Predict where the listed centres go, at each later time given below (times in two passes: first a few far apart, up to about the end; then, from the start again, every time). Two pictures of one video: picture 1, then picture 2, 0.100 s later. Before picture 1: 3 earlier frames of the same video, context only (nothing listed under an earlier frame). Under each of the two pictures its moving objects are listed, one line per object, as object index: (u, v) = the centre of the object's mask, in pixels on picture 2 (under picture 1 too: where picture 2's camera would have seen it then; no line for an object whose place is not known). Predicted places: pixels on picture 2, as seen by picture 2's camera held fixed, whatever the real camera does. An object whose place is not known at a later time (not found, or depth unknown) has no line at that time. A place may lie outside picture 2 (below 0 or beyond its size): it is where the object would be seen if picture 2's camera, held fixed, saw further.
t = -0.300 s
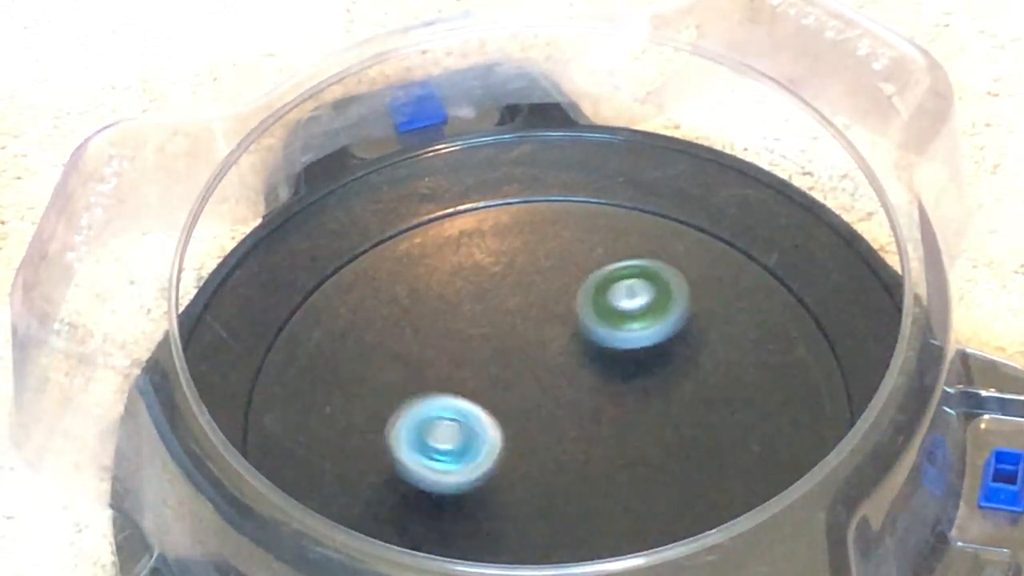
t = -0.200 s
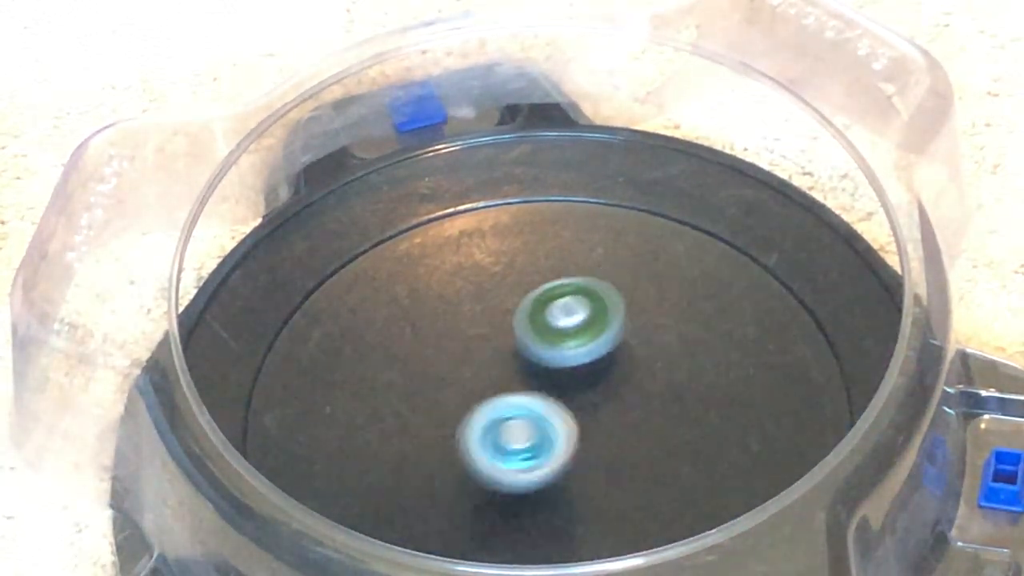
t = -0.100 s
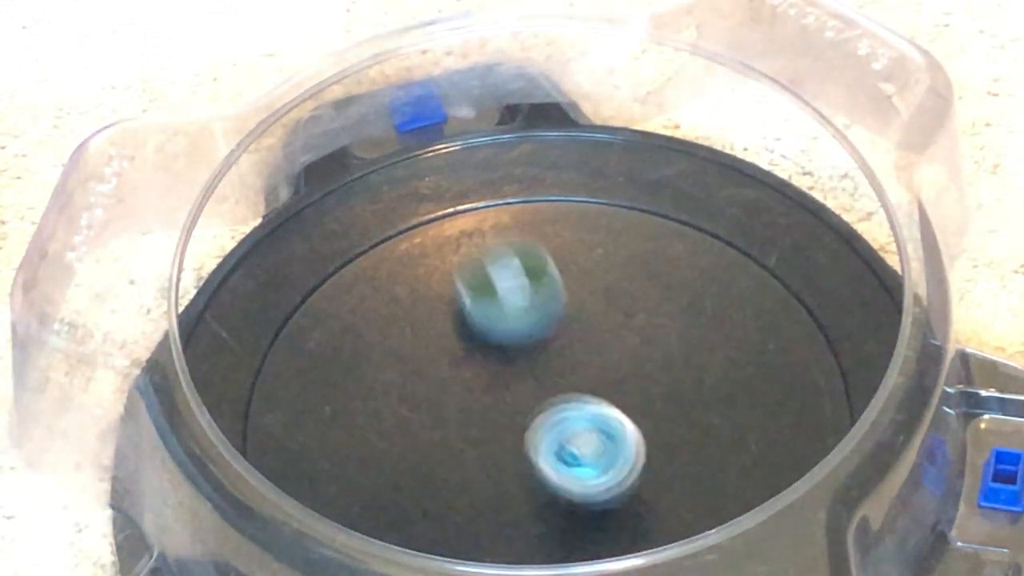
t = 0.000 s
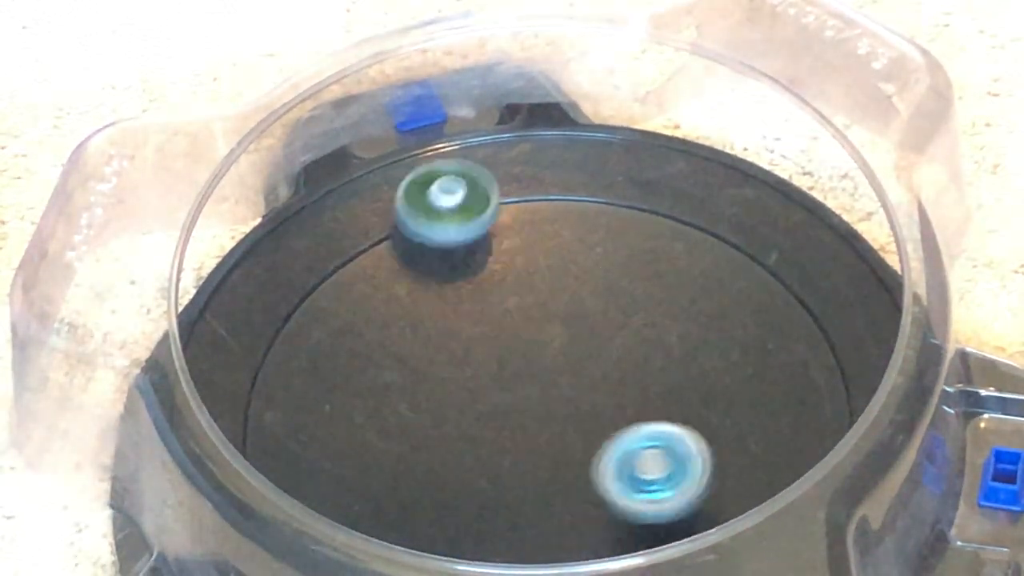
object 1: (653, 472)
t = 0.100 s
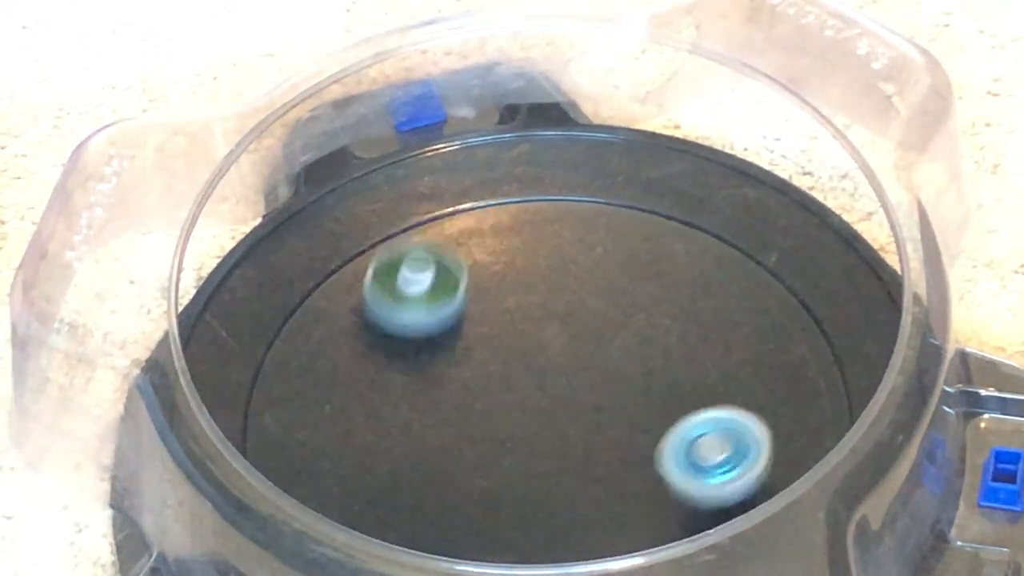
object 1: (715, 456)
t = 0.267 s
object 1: (723, 392)
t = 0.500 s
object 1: (551, 402)
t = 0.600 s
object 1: (514, 422)
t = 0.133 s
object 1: (730, 445)
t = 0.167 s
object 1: (739, 431)
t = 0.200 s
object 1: (741, 416)
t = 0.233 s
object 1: (735, 403)
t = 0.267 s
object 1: (723, 392)
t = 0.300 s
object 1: (705, 383)
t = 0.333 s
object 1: (683, 378)
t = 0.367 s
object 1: (657, 377)
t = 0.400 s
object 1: (632, 379)
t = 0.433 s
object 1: (605, 384)
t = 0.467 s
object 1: (577, 392)
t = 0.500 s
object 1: (551, 402)
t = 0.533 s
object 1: (527, 415)
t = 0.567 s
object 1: (505, 429)
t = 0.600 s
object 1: (514, 422)
